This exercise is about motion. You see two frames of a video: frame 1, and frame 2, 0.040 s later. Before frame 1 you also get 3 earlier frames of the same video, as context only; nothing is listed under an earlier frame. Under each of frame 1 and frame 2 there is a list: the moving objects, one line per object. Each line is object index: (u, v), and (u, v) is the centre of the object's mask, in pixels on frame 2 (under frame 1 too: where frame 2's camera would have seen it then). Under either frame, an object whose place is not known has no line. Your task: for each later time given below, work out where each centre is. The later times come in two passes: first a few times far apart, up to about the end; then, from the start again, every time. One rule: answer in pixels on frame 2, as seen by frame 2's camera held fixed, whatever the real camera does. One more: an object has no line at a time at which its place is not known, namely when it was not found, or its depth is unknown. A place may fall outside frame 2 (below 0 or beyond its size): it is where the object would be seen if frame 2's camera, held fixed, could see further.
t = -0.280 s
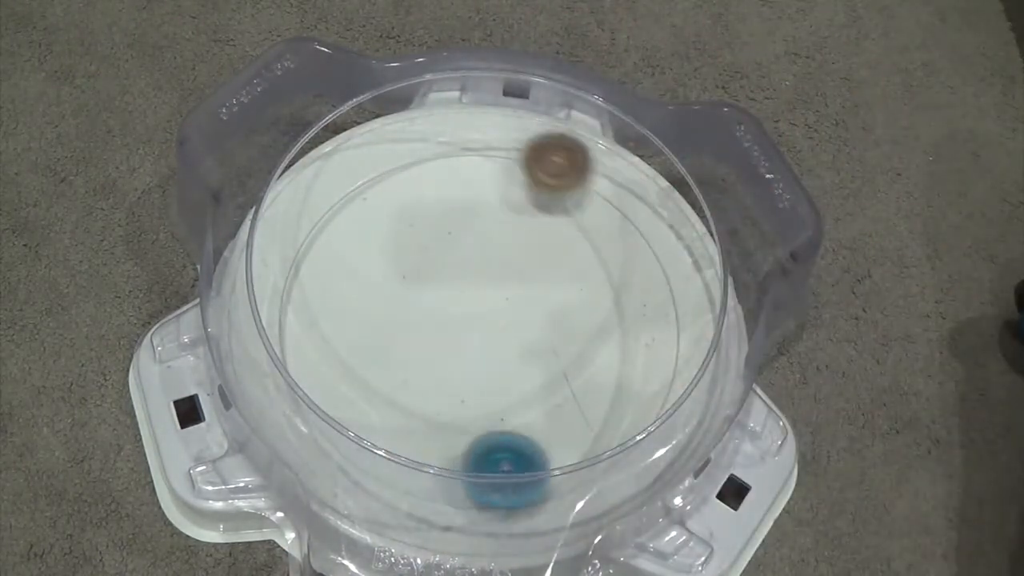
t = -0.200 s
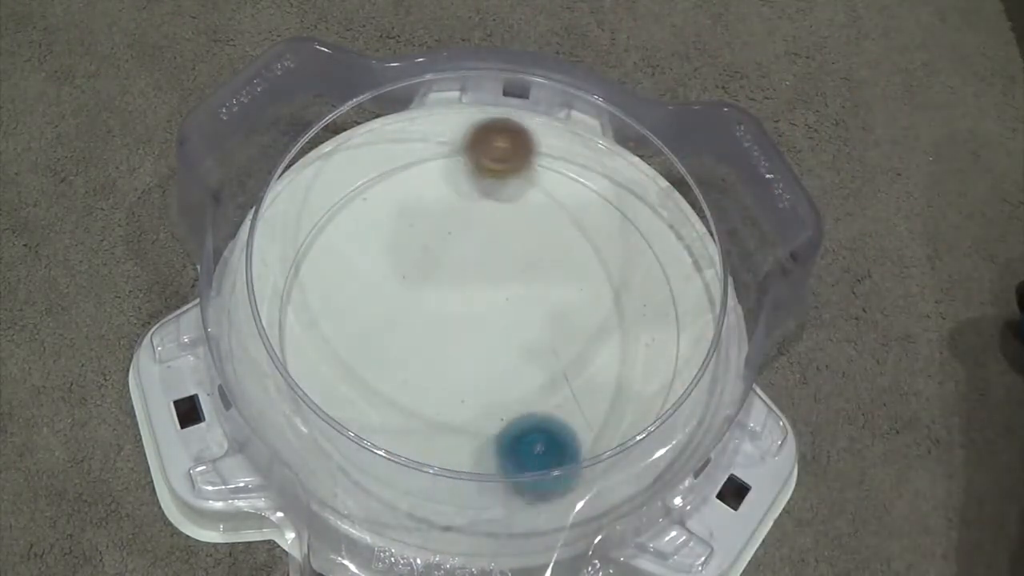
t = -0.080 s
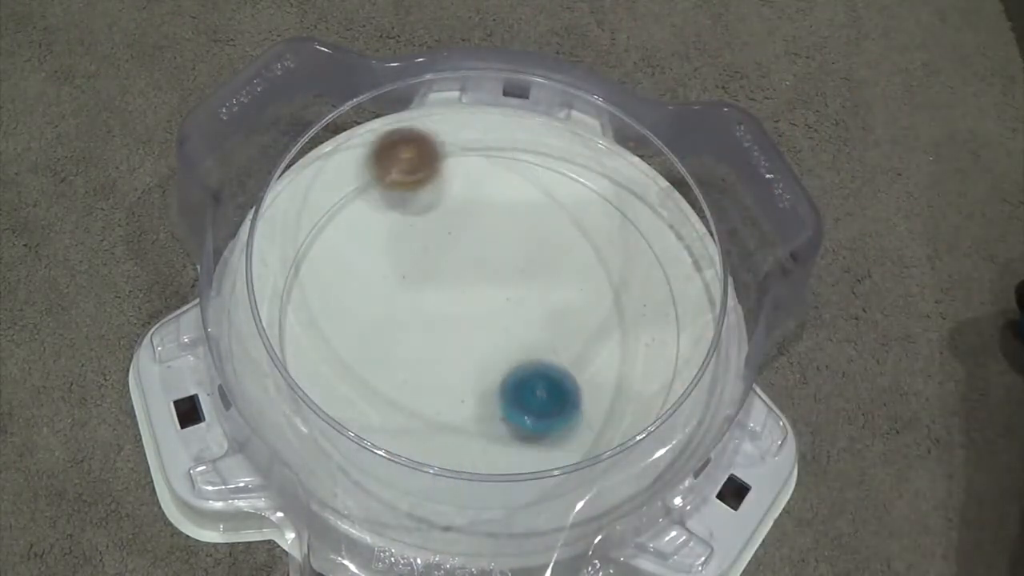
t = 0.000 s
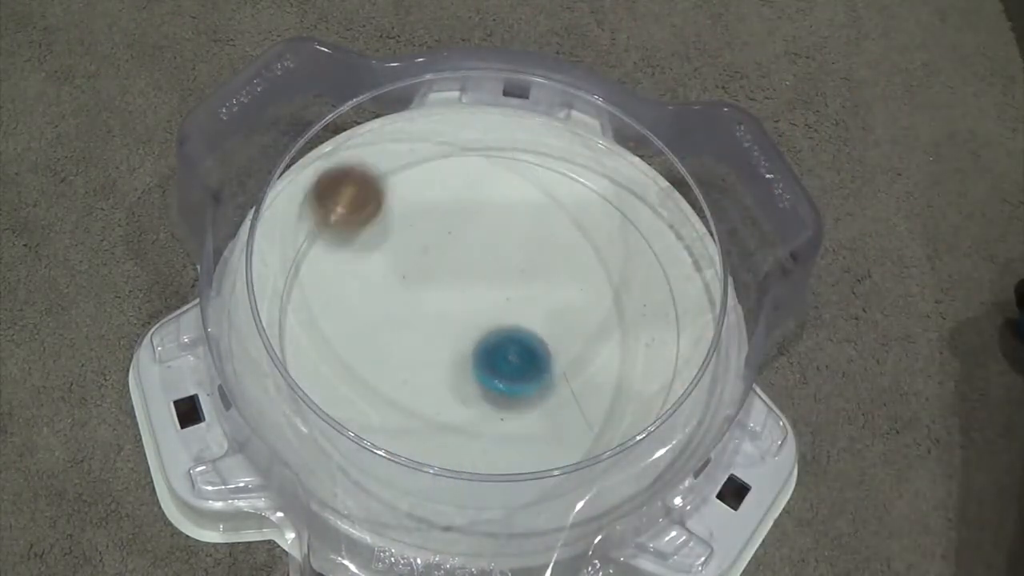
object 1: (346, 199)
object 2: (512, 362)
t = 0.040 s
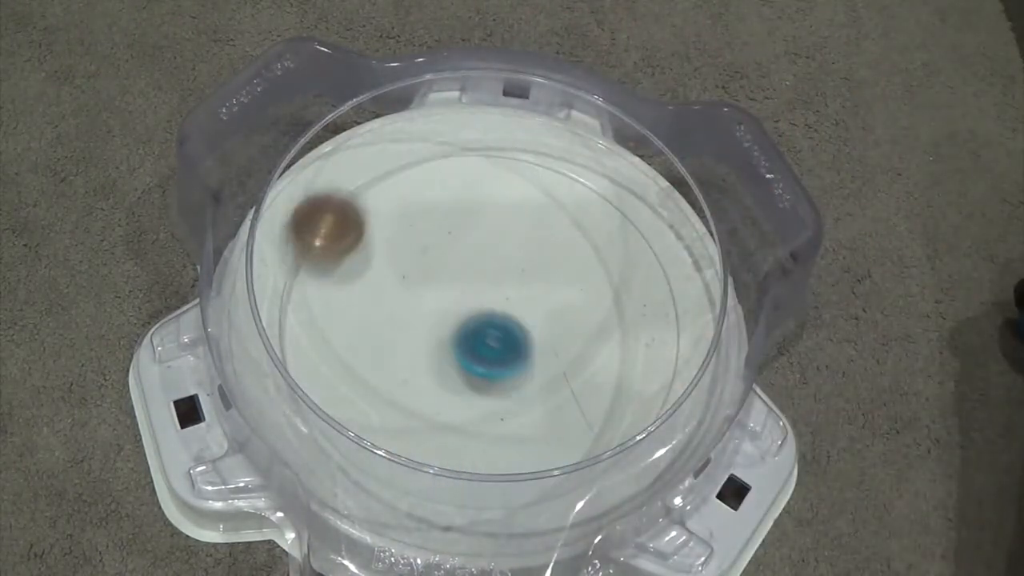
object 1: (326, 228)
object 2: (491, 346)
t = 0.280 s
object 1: (368, 436)
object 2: (352, 317)
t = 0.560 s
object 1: (649, 403)
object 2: (345, 409)
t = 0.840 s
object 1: (619, 221)
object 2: (478, 368)
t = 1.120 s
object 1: (450, 152)
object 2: (424, 248)
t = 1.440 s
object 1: (396, 186)
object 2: (413, 393)
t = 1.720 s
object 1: (431, 333)
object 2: (529, 270)
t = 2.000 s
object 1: (556, 381)
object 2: (386, 168)
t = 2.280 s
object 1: (609, 335)
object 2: (363, 340)
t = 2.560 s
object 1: (558, 260)
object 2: (587, 402)
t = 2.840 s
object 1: (440, 202)
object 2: (636, 333)
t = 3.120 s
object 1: (374, 301)
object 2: (547, 261)
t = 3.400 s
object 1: (448, 411)
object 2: (430, 329)
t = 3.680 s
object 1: (574, 392)
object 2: (479, 436)
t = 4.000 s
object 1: (559, 284)
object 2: (552, 375)
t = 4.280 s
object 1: (468, 241)
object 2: (454, 313)
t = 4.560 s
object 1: (398, 265)
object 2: (386, 348)
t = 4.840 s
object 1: (411, 323)
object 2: (429, 412)
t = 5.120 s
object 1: (471, 316)
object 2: (522, 374)
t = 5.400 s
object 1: (477, 268)
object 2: (542, 325)
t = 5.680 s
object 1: (461, 252)
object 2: (529, 301)
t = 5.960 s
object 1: (451, 265)
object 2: (520, 339)
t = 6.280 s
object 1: (478, 307)
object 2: (518, 379)
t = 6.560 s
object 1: (485, 327)
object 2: (540, 405)
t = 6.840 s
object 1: (474, 337)
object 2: (562, 402)
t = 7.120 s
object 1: (446, 332)
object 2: (538, 383)
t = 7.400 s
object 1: (424, 335)
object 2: (501, 380)
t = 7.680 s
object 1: (424, 325)
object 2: (491, 379)
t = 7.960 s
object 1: (423, 278)
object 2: (505, 375)
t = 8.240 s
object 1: (445, 264)
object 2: (486, 343)
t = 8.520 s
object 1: (484, 255)
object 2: (455, 342)
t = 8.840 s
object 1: (524, 268)
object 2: (457, 355)
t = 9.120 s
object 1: (536, 294)
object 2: (460, 338)
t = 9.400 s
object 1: (525, 325)
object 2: (446, 345)
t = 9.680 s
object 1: (516, 353)
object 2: (433, 354)
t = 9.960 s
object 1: (516, 372)
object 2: (424, 348)
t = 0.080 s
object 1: (314, 263)
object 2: (467, 333)
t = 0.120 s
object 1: (309, 296)
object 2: (442, 323)
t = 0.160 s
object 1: (311, 332)
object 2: (417, 316)
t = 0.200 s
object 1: (320, 367)
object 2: (393, 313)
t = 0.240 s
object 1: (339, 403)
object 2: (372, 313)
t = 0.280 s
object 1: (368, 436)
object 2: (352, 317)
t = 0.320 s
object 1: (408, 463)
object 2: (336, 326)
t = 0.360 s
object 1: (454, 483)
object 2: (321, 337)
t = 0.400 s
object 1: (504, 486)
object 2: (312, 352)
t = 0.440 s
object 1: (553, 475)
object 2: (305, 368)
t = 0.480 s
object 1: (593, 456)
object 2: (313, 383)
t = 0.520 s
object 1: (625, 433)
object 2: (329, 397)
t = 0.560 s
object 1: (649, 403)
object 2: (345, 409)
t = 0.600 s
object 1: (662, 372)
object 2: (364, 421)
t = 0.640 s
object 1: (668, 344)
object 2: (388, 427)
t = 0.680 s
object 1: (668, 314)
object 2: (412, 425)
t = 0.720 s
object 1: (661, 287)
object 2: (433, 419)
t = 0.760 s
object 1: (650, 264)
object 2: (452, 406)
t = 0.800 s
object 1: (636, 241)
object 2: (467, 389)
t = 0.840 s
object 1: (619, 221)
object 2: (478, 368)
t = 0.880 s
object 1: (599, 205)
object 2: (483, 346)
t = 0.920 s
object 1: (578, 192)
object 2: (484, 323)
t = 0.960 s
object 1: (554, 180)
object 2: (480, 300)
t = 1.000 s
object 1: (529, 172)
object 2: (472, 278)
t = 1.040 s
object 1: (501, 166)
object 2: (461, 258)
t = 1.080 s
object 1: (472, 165)
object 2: (449, 240)
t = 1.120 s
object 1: (450, 152)
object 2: (424, 248)
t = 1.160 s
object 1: (443, 119)
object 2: (390, 284)
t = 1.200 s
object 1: (438, 109)
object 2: (365, 312)
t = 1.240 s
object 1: (432, 117)
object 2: (352, 333)
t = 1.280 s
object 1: (425, 125)
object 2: (348, 350)
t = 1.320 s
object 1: (418, 135)
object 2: (354, 365)
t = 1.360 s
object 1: (410, 147)
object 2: (367, 378)
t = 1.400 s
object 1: (403, 165)
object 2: (388, 388)
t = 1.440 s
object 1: (396, 186)
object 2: (413, 393)
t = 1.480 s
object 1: (392, 207)
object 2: (441, 392)
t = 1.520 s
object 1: (391, 228)
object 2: (468, 384)
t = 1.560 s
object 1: (393, 250)
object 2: (493, 368)
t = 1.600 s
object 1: (398, 272)
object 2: (511, 347)
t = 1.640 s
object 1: (406, 294)
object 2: (525, 323)
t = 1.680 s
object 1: (417, 314)
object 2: (530, 297)
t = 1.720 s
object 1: (431, 333)
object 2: (529, 270)
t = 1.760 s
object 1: (447, 348)
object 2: (523, 243)
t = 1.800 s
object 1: (464, 360)
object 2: (510, 218)
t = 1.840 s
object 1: (483, 370)
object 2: (492, 196)
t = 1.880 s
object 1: (502, 377)
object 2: (469, 175)
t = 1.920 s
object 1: (522, 382)
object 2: (442, 164)
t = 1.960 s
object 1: (539, 383)
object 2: (414, 162)
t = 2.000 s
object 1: (556, 381)
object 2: (386, 168)
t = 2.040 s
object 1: (572, 378)
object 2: (360, 182)
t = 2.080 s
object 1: (585, 372)
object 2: (340, 203)
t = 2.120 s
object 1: (595, 366)
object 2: (328, 227)
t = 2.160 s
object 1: (602, 359)
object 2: (324, 255)
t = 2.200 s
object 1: (607, 351)
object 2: (329, 283)
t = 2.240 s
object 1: (610, 343)
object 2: (341, 312)
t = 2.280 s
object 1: (609, 335)
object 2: (363, 340)
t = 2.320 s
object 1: (606, 327)
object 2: (391, 365)
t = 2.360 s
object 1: (600, 321)
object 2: (427, 384)
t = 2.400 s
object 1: (592, 315)
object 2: (467, 393)
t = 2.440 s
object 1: (583, 311)
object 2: (507, 393)
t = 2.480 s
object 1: (572, 308)
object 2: (545, 384)
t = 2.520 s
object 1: (564, 291)
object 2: (570, 390)
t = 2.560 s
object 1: (558, 260)
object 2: (587, 402)
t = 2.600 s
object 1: (547, 235)
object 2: (599, 406)
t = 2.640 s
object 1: (533, 217)
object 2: (608, 403)
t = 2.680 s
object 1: (516, 205)
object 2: (616, 397)
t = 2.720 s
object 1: (496, 198)
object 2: (623, 386)
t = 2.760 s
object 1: (477, 197)
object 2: (629, 369)
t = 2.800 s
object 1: (458, 199)
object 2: (634, 351)
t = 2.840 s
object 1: (440, 202)
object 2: (636, 333)
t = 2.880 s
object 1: (424, 210)
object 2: (634, 319)
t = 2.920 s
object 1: (409, 219)
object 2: (628, 305)
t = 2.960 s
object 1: (397, 232)
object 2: (619, 294)
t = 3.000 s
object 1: (387, 247)
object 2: (606, 282)
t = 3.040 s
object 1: (380, 264)
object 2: (589, 273)
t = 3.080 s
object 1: (375, 283)
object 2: (568, 265)
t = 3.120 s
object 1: (374, 301)
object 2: (547, 261)
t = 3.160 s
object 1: (375, 321)
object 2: (527, 261)
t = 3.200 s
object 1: (380, 341)
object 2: (508, 264)
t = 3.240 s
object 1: (388, 360)
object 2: (489, 272)
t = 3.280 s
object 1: (399, 376)
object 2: (471, 282)
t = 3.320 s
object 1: (413, 391)
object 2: (455, 294)
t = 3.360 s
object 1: (430, 402)
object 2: (440, 310)
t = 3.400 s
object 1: (448, 411)
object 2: (430, 329)
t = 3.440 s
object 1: (468, 418)
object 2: (425, 348)
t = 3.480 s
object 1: (489, 419)
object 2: (424, 371)
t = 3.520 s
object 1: (508, 420)
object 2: (428, 389)
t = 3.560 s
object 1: (529, 417)
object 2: (436, 407)
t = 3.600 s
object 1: (547, 412)
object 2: (448, 420)
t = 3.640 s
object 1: (562, 402)
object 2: (462, 430)
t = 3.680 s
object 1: (574, 392)
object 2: (479, 436)
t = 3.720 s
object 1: (584, 377)
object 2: (494, 439)
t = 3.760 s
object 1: (589, 362)
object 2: (509, 439)
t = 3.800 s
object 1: (590, 348)
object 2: (523, 435)
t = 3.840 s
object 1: (589, 332)
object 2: (535, 429)
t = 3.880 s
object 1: (585, 317)
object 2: (545, 419)
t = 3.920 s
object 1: (578, 305)
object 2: (553, 406)
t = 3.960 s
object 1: (569, 293)
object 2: (555, 390)
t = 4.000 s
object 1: (559, 284)
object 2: (552, 375)
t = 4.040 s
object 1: (548, 275)
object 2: (544, 360)
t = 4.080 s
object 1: (536, 268)
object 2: (534, 347)
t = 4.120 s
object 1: (522, 263)
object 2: (520, 334)
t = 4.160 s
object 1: (510, 255)
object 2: (505, 328)
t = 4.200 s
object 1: (496, 248)
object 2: (488, 322)
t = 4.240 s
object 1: (482, 244)
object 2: (471, 316)
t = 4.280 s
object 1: (468, 241)
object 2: (454, 313)
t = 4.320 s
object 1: (455, 239)
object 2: (440, 311)
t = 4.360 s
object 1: (442, 241)
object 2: (427, 313)
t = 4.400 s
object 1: (430, 244)
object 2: (416, 316)
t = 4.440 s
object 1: (419, 249)
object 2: (406, 321)
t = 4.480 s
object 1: (410, 256)
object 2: (398, 327)
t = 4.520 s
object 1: (404, 260)
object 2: (391, 337)
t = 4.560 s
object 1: (398, 265)
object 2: (386, 348)
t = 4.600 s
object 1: (394, 273)
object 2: (383, 357)
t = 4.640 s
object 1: (391, 282)
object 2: (384, 367)
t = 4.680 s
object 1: (390, 292)
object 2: (387, 377)
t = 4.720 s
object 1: (392, 303)
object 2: (393, 385)
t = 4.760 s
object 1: (396, 314)
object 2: (403, 392)
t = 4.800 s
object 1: (402, 324)
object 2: (415, 399)
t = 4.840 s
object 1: (411, 323)
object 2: (429, 412)
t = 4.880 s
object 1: (421, 322)
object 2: (443, 417)
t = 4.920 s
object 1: (431, 322)
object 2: (459, 416)
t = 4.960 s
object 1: (439, 322)
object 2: (475, 413)
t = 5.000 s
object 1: (448, 321)
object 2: (490, 407)
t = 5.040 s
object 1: (456, 320)
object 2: (504, 398)
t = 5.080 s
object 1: (464, 319)
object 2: (514, 386)
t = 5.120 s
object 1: (471, 316)
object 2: (522, 374)
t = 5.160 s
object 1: (474, 306)
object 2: (529, 371)
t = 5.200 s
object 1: (476, 296)
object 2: (534, 365)
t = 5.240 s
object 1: (477, 288)
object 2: (536, 357)
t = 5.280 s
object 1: (479, 284)
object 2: (539, 347)
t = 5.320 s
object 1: (481, 281)
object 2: (540, 336)
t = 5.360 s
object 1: (480, 274)
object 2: (542, 329)
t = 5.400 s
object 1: (477, 268)
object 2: (542, 325)
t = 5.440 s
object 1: (476, 263)
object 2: (541, 318)
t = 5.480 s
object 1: (475, 261)
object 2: (539, 310)
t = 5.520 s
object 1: (473, 258)
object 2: (536, 305)
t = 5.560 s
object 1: (468, 253)
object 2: (537, 306)
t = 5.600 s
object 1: (464, 250)
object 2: (535, 304)
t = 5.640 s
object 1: (462, 249)
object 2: (532, 302)
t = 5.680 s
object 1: (461, 252)
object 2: (529, 301)
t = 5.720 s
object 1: (461, 253)
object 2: (523, 301)
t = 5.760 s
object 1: (457, 251)
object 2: (524, 309)
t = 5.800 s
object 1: (453, 251)
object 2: (524, 315)
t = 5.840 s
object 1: (450, 253)
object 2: (523, 321)
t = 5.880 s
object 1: (449, 256)
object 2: (522, 327)
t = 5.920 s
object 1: (450, 260)
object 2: (521, 333)
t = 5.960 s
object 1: (451, 265)
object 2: (520, 339)
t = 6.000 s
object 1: (453, 270)
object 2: (518, 345)
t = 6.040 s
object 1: (456, 275)
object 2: (517, 351)
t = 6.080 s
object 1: (460, 281)
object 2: (517, 356)
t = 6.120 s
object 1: (463, 286)
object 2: (516, 361)
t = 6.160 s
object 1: (467, 292)
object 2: (516, 366)
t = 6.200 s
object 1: (471, 297)
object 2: (516, 371)
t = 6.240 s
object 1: (475, 302)
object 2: (517, 375)
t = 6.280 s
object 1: (478, 307)
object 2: (518, 379)
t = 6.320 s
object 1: (481, 312)
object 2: (519, 382)
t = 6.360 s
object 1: (485, 317)
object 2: (521, 385)
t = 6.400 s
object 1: (487, 318)
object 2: (523, 390)
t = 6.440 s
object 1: (486, 318)
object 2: (527, 397)
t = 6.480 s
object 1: (485, 319)
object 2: (532, 402)
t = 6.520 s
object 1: (485, 322)
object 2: (536, 405)
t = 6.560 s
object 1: (485, 327)
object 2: (540, 405)
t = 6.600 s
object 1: (485, 333)
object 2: (543, 405)
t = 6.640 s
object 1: (487, 339)
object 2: (547, 404)
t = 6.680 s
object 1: (489, 346)
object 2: (548, 401)
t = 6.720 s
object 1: (487, 344)
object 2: (552, 404)
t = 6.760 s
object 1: (482, 339)
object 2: (556, 406)
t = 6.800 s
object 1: (477, 337)
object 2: (560, 404)
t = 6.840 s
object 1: (474, 337)
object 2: (562, 402)
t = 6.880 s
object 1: (471, 337)
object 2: (561, 397)
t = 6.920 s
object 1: (470, 338)
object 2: (557, 392)
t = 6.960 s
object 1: (470, 340)
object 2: (551, 386)
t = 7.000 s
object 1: (469, 342)
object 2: (544, 382)
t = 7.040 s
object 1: (462, 339)
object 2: (542, 383)
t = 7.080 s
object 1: (453, 334)
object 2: (540, 384)
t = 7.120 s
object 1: (446, 332)
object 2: (538, 383)
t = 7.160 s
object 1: (441, 333)
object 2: (533, 381)
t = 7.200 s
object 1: (437, 334)
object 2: (527, 379)
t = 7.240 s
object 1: (435, 336)
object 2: (520, 378)
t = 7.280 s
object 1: (434, 338)
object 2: (513, 377)
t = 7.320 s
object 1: (433, 339)
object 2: (506, 377)
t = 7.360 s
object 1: (427, 337)
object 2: (504, 378)
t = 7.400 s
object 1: (424, 335)
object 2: (501, 380)
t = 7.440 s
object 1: (422, 334)
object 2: (498, 380)
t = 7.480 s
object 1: (421, 335)
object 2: (495, 381)
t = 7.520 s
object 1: (422, 334)
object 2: (493, 380)
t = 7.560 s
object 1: (421, 333)
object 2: (492, 381)
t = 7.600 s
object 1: (419, 329)
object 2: (492, 381)
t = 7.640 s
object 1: (421, 327)
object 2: (492, 381)
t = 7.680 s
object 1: (424, 325)
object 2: (491, 379)
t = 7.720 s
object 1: (428, 322)
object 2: (490, 376)
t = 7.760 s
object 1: (432, 317)
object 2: (491, 376)
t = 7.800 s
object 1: (428, 303)
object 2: (495, 381)
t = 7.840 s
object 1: (426, 293)
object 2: (497, 381)
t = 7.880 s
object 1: (424, 287)
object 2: (500, 380)
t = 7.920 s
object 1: (423, 282)
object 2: (503, 377)
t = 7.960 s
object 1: (423, 278)
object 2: (505, 375)
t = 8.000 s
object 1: (424, 275)
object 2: (505, 371)
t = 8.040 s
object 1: (426, 272)
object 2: (504, 368)
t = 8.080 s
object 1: (428, 269)
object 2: (502, 363)
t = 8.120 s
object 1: (431, 267)
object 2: (499, 358)
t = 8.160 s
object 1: (435, 266)
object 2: (495, 352)
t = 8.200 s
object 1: (439, 265)
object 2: (491, 348)
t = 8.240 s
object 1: (445, 264)
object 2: (486, 343)
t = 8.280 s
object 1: (450, 264)
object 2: (480, 339)
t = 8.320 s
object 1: (455, 264)
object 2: (475, 335)
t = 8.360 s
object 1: (461, 260)
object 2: (468, 336)
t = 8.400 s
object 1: (467, 256)
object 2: (463, 338)
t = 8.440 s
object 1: (473, 255)
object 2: (460, 338)
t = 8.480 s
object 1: (479, 254)
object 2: (457, 340)
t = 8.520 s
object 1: (484, 255)
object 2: (455, 342)
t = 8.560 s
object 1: (490, 255)
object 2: (453, 343)
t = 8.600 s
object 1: (496, 256)
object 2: (451, 345)
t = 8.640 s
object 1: (502, 257)
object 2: (450, 348)
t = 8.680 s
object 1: (507, 259)
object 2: (450, 350)
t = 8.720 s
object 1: (512, 260)
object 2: (450, 351)
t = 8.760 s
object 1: (517, 263)
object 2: (451, 353)
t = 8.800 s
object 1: (521, 265)
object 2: (454, 354)
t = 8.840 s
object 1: (524, 268)
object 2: (457, 355)
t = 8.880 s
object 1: (527, 271)
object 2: (460, 353)
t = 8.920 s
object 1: (529, 274)
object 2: (462, 352)
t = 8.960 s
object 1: (530, 277)
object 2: (465, 349)
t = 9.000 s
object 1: (531, 282)
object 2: (467, 346)
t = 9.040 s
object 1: (531, 287)
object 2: (468, 342)
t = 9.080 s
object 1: (530, 293)
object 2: (468, 339)
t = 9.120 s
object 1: (536, 294)
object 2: (460, 338)
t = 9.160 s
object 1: (539, 296)
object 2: (455, 338)
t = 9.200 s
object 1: (539, 298)
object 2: (452, 339)
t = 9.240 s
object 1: (537, 303)
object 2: (449, 340)
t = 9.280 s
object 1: (534, 307)
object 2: (447, 341)
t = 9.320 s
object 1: (532, 313)
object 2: (446, 343)
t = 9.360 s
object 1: (528, 319)
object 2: (445, 344)
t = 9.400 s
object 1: (525, 325)
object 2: (446, 345)
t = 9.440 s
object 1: (526, 329)
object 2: (440, 347)
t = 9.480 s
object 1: (530, 334)
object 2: (435, 347)
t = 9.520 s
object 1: (530, 336)
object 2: (434, 349)
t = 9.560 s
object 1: (527, 340)
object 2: (433, 350)
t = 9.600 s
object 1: (523, 344)
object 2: (433, 351)
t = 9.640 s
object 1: (518, 349)
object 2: (434, 353)
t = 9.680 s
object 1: (516, 353)
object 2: (433, 354)
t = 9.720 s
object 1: (517, 357)
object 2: (433, 354)
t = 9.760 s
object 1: (515, 361)
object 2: (433, 354)
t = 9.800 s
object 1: (518, 364)
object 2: (428, 352)
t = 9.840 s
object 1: (521, 366)
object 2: (425, 351)
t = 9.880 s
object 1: (520, 368)
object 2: (424, 350)
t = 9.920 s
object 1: (519, 370)
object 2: (424, 349)
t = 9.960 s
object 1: (516, 372)
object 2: (424, 348)
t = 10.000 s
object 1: (512, 373)
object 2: (425, 347)
